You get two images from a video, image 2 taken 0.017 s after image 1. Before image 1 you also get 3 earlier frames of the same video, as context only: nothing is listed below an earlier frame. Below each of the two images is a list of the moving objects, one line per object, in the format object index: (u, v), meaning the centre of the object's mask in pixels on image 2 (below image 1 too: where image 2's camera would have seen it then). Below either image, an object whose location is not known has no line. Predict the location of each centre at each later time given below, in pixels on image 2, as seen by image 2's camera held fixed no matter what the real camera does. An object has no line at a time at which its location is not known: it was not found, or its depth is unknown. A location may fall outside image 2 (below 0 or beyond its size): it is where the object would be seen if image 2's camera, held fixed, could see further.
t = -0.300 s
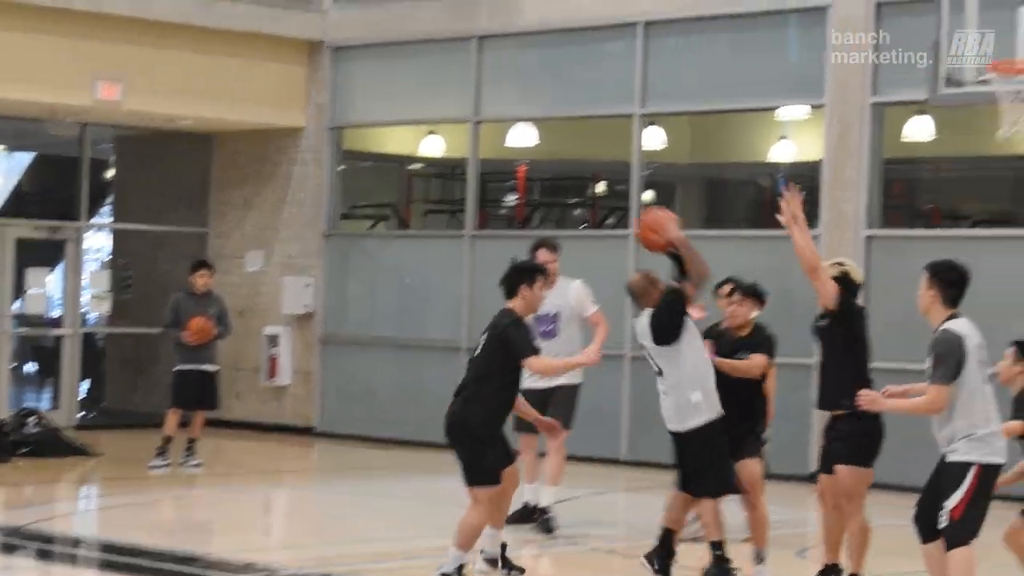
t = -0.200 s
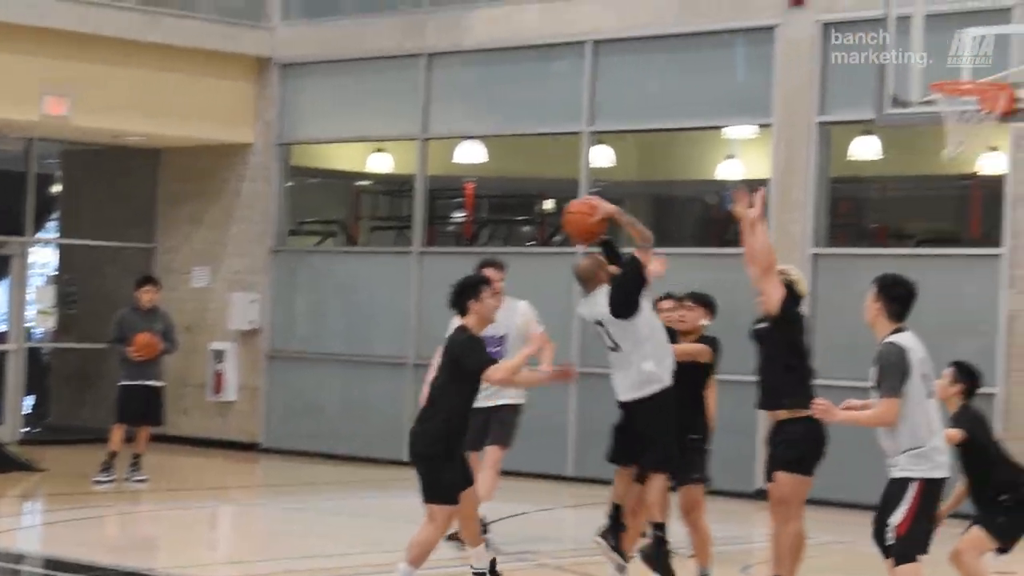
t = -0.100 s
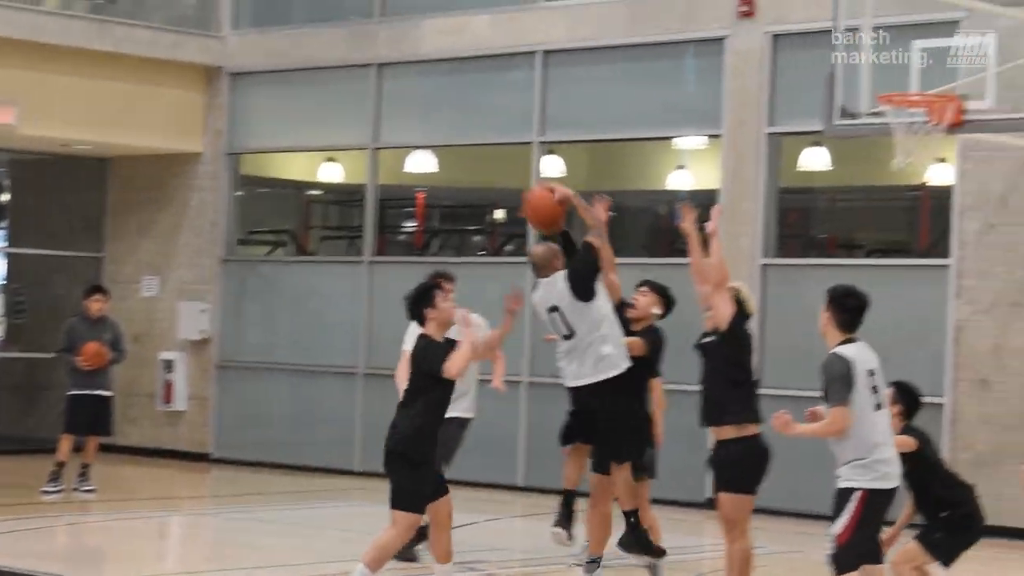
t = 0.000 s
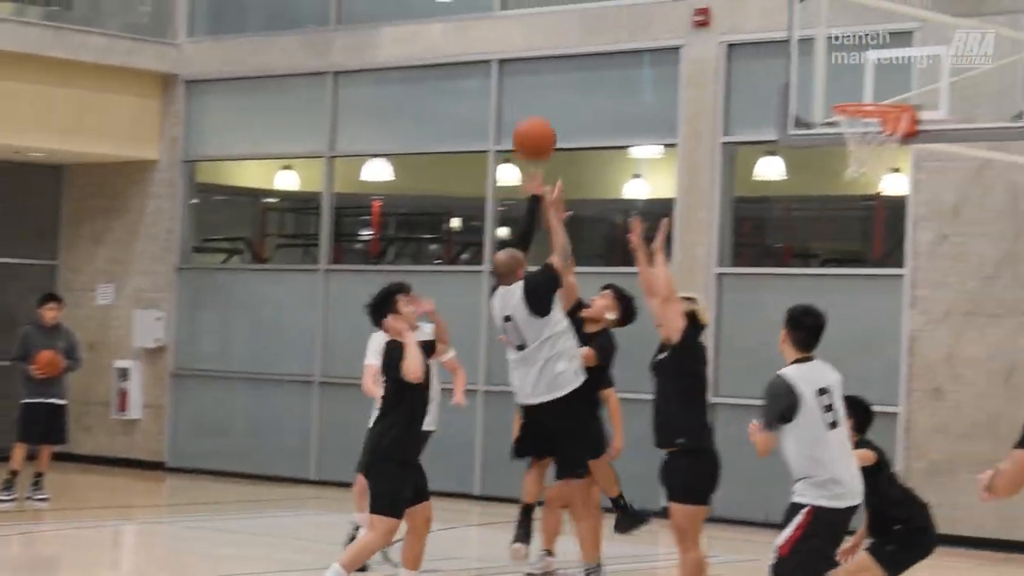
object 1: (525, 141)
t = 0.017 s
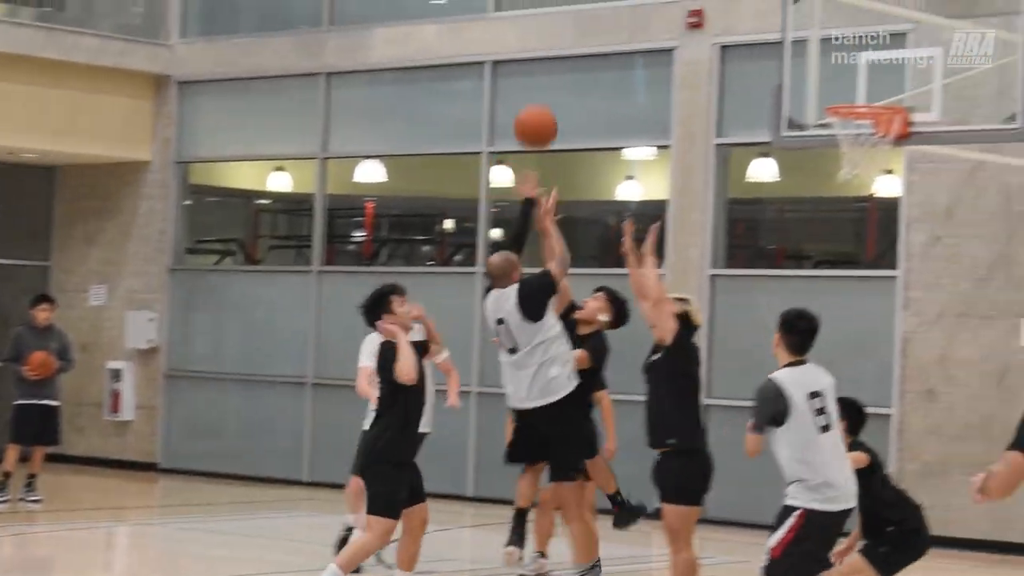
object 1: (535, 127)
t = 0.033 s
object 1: (544, 114)
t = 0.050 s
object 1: (554, 102)
